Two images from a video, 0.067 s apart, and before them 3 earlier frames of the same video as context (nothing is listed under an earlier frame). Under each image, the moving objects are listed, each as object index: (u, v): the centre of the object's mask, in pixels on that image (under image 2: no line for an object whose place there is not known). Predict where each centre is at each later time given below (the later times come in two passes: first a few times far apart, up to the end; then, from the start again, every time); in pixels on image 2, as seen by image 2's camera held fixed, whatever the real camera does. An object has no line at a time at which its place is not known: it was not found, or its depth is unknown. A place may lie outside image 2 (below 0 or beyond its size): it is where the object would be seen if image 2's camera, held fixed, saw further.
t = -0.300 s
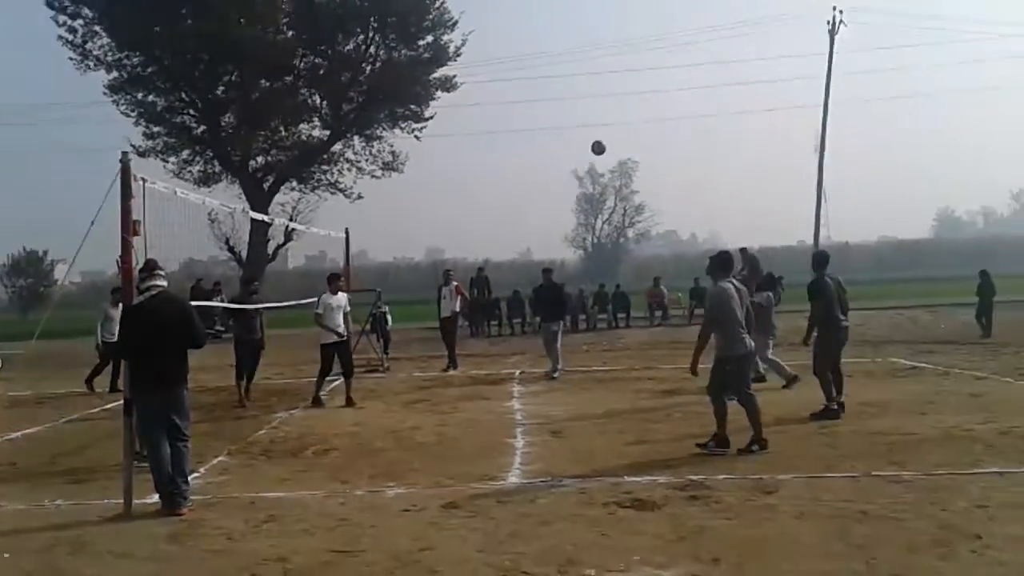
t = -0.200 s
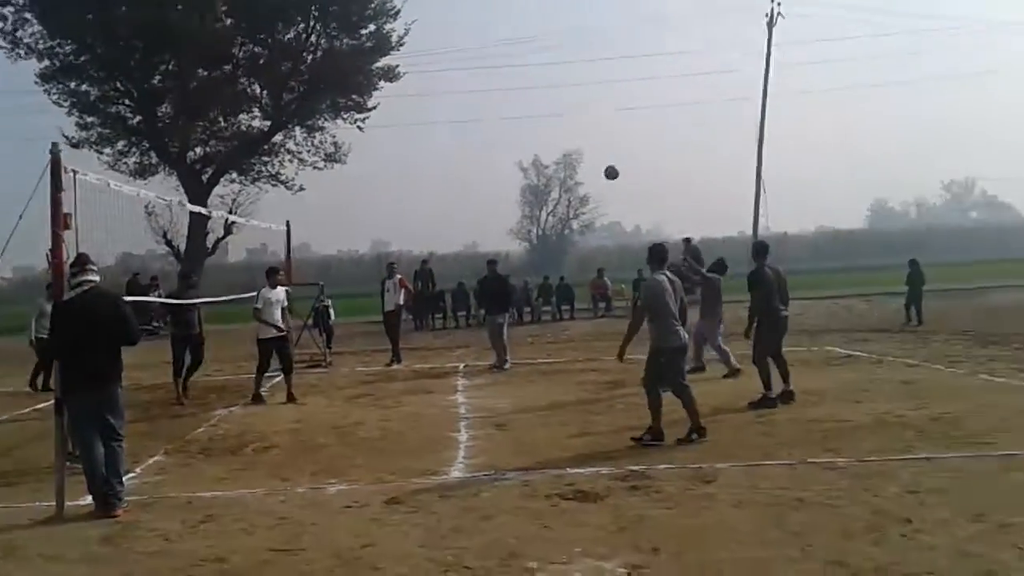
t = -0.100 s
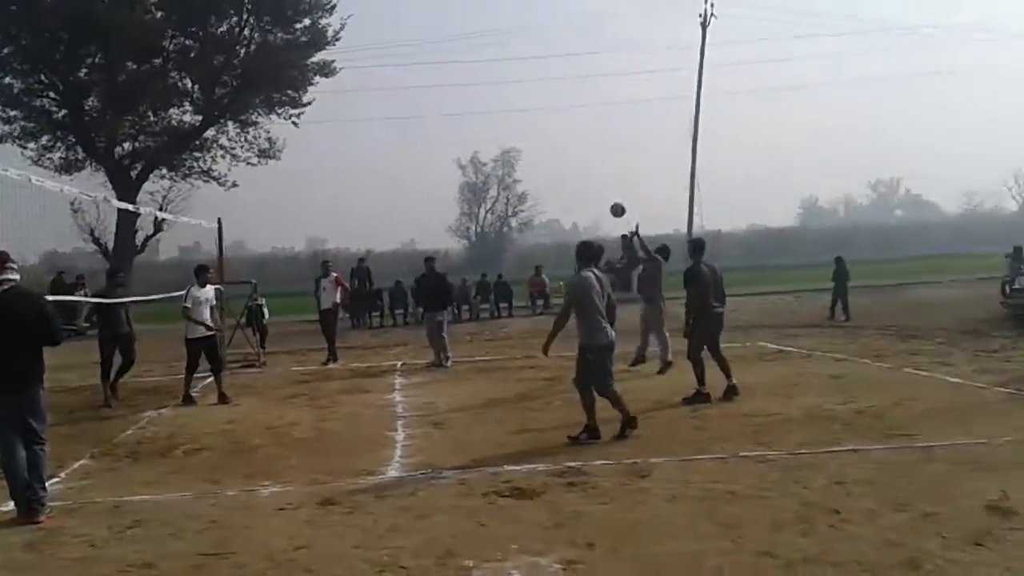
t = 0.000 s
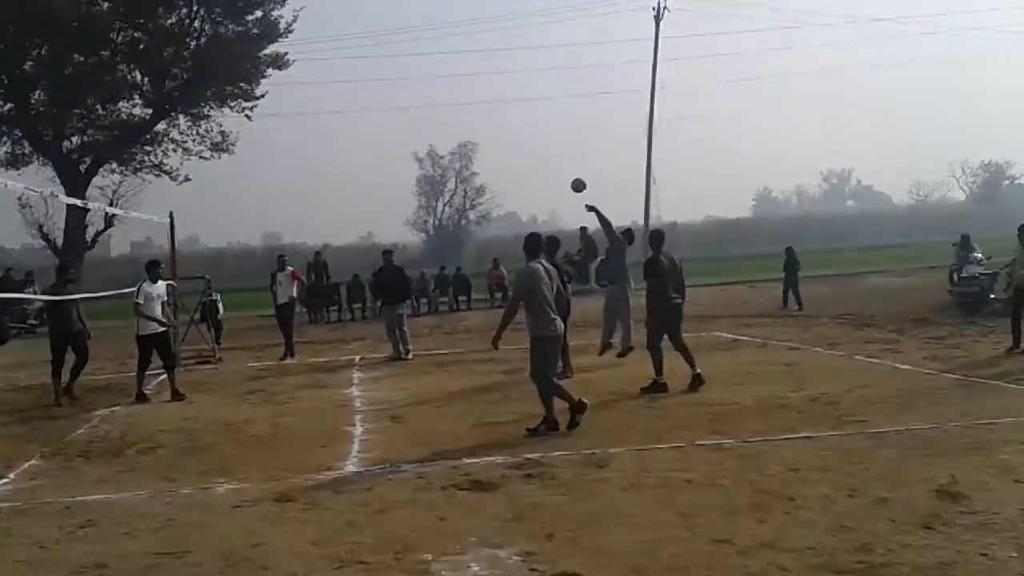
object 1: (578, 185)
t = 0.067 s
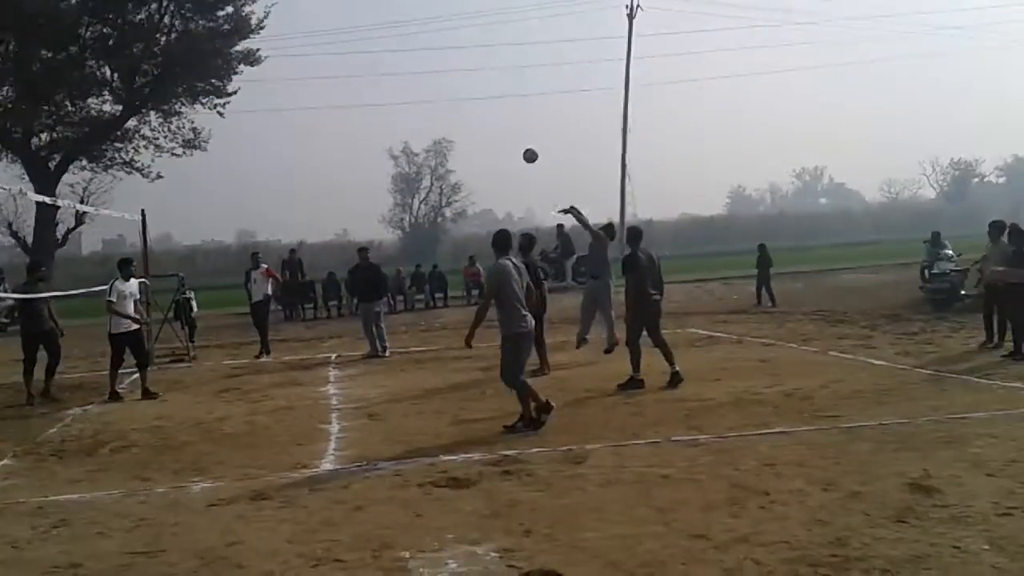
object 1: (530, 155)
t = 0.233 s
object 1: (469, 100)
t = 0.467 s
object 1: (384, 57)
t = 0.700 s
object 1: (308, 57)
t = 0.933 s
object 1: (237, 102)
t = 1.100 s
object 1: (191, 162)
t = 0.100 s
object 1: (518, 143)
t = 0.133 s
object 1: (506, 131)
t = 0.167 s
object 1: (493, 120)
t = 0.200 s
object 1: (481, 110)
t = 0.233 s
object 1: (469, 100)
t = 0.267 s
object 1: (457, 91)
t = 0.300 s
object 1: (445, 84)
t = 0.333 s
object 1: (434, 77)
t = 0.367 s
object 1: (422, 70)
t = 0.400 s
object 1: (408, 65)
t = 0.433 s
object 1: (397, 60)
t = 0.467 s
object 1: (384, 57)
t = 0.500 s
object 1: (372, 54)
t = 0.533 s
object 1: (361, 53)
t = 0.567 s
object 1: (350, 51)
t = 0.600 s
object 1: (340, 51)
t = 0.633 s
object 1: (329, 52)
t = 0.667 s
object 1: (317, 54)
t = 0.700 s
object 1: (308, 57)
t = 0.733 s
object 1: (298, 61)
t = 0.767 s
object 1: (288, 66)
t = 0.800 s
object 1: (277, 71)
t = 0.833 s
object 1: (267, 77)
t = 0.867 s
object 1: (257, 84)
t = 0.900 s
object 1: (247, 92)
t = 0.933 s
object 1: (237, 102)
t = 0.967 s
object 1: (228, 112)
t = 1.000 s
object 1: (219, 123)
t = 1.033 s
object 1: (209, 135)
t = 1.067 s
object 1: (200, 148)
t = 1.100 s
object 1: (191, 162)
